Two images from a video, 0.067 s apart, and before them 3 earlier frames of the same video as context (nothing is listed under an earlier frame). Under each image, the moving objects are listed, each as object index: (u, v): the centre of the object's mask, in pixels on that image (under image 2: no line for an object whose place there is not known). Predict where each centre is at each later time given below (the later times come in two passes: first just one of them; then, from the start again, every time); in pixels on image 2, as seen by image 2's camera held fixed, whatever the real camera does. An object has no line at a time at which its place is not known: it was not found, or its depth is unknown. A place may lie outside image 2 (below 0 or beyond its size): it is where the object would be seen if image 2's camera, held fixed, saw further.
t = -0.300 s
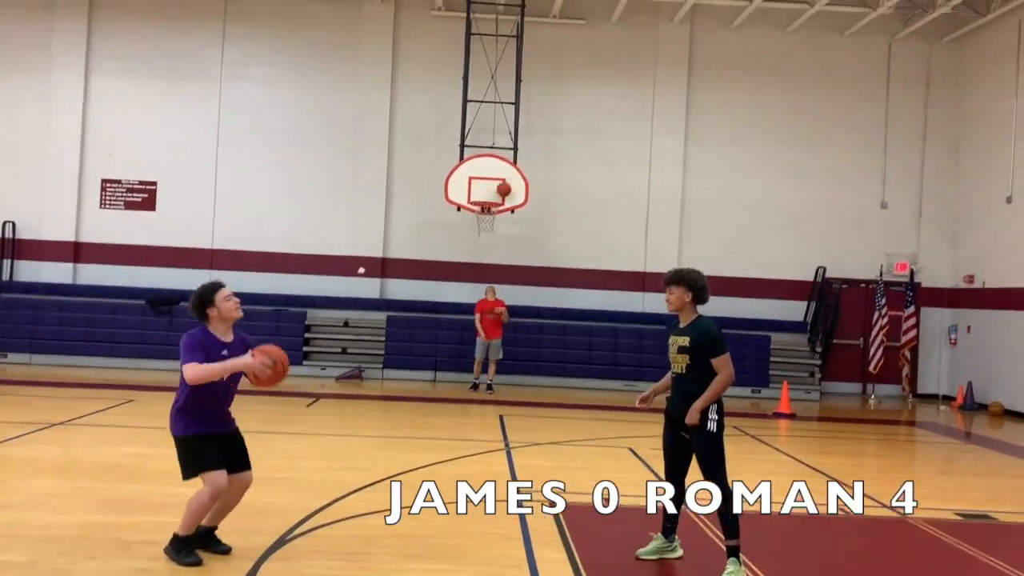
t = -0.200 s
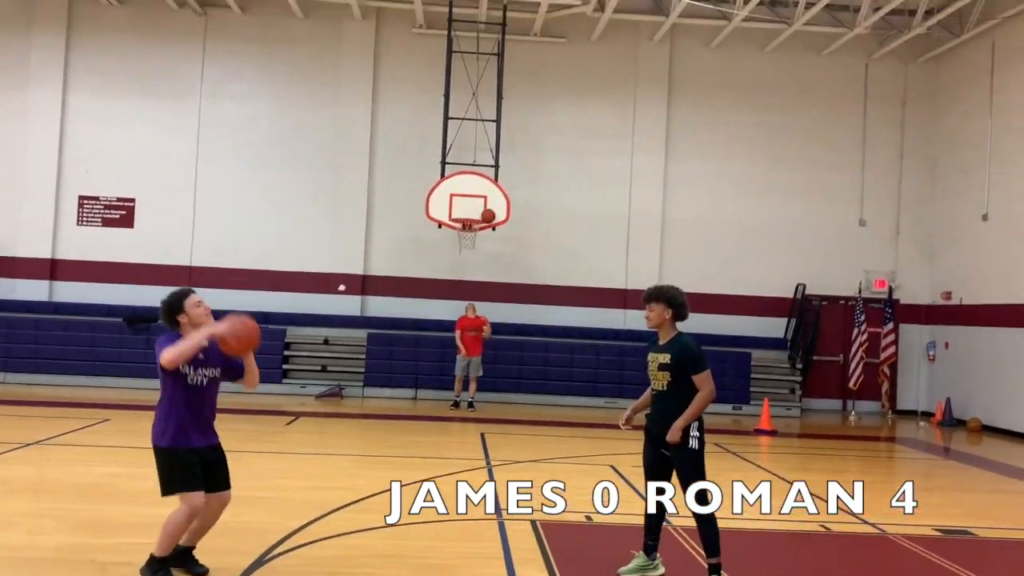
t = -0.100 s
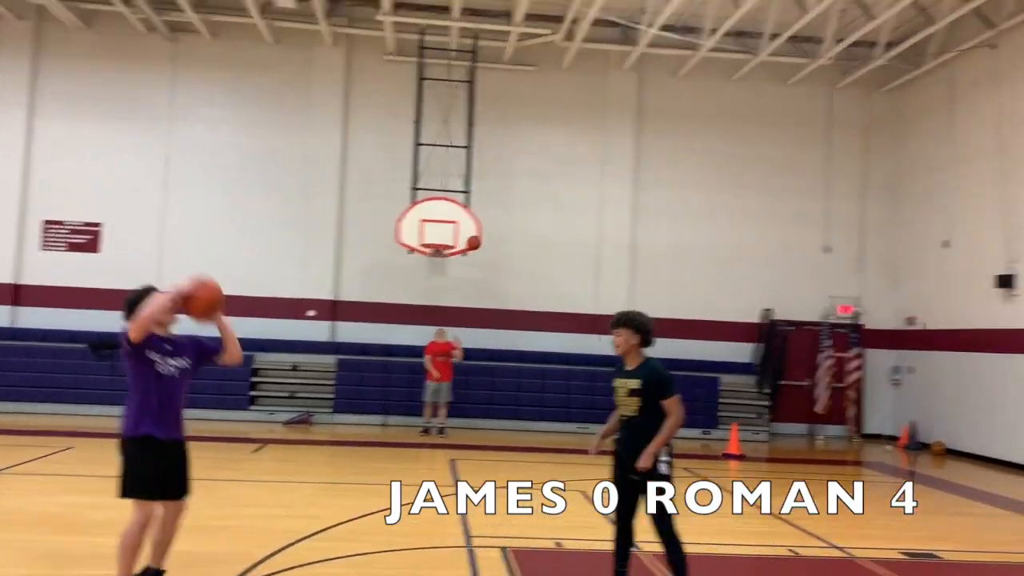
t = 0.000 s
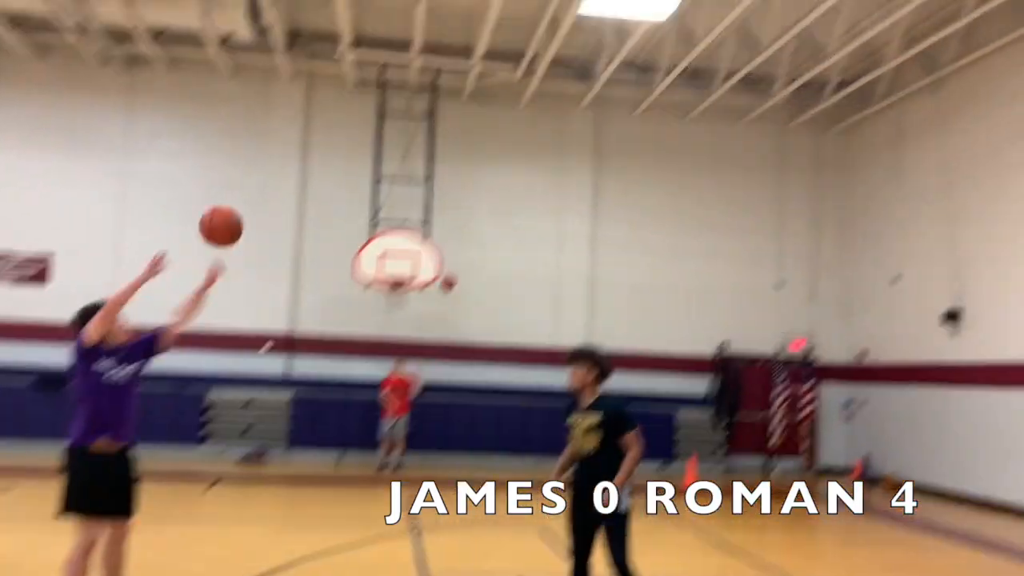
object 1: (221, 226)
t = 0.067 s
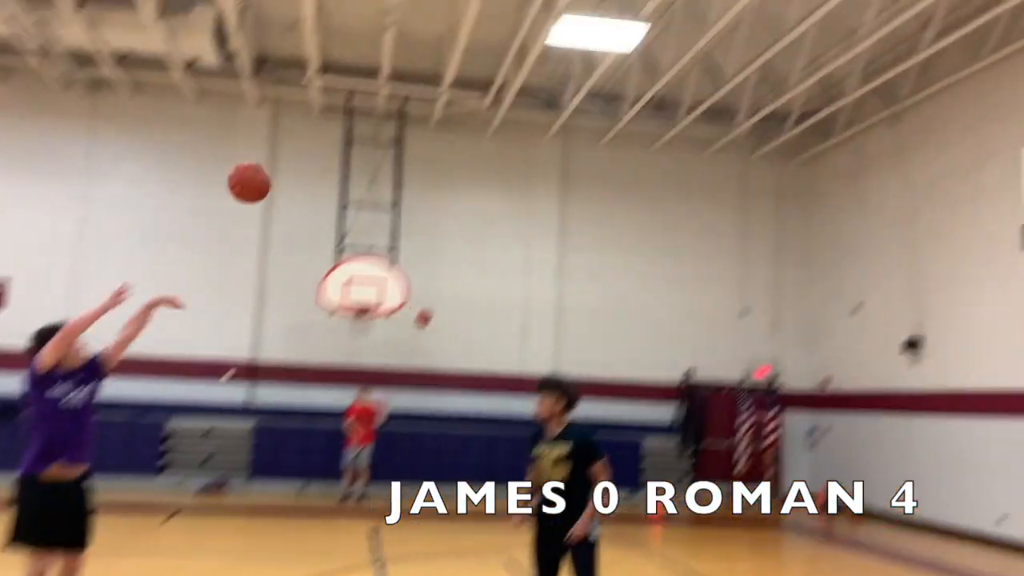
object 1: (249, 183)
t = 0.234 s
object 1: (402, 53)
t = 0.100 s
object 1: (280, 153)
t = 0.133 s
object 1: (312, 124)
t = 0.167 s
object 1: (342, 97)
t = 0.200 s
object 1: (370, 74)
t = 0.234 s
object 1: (402, 53)
